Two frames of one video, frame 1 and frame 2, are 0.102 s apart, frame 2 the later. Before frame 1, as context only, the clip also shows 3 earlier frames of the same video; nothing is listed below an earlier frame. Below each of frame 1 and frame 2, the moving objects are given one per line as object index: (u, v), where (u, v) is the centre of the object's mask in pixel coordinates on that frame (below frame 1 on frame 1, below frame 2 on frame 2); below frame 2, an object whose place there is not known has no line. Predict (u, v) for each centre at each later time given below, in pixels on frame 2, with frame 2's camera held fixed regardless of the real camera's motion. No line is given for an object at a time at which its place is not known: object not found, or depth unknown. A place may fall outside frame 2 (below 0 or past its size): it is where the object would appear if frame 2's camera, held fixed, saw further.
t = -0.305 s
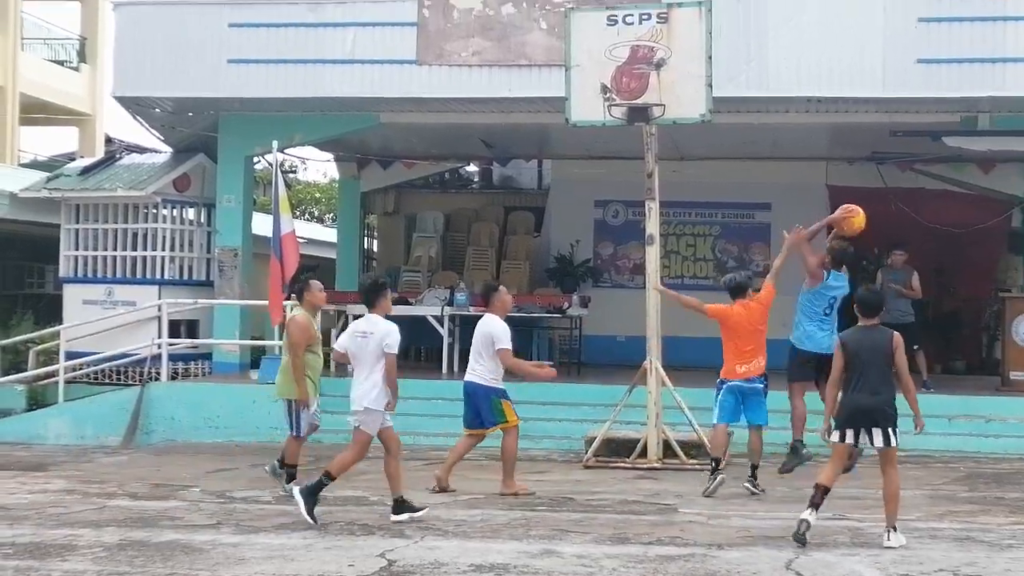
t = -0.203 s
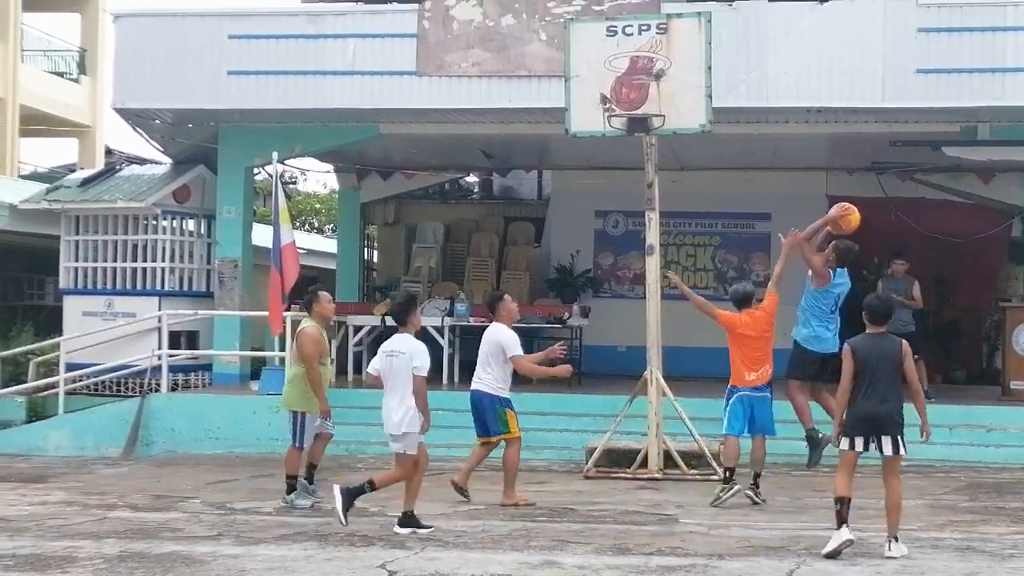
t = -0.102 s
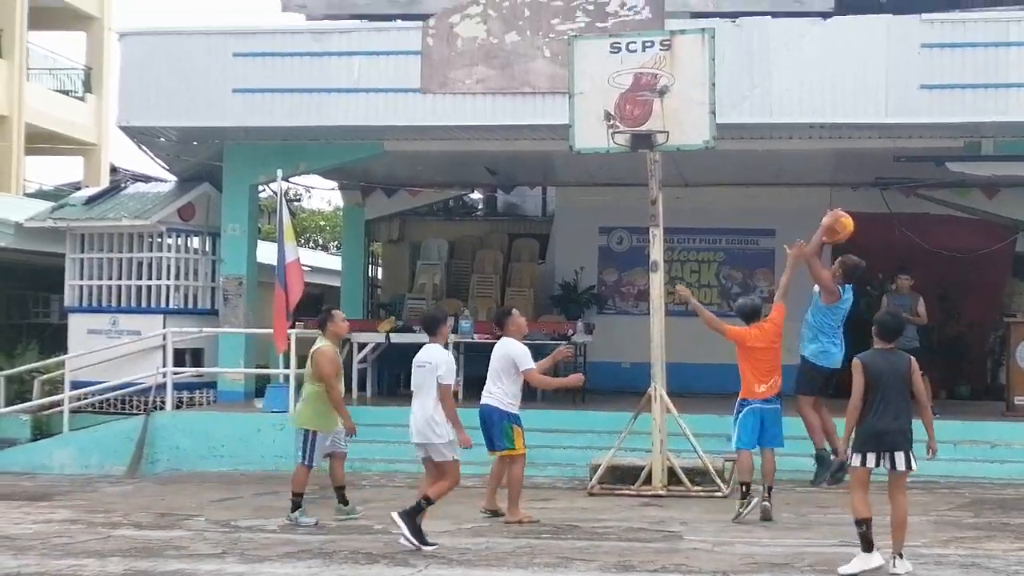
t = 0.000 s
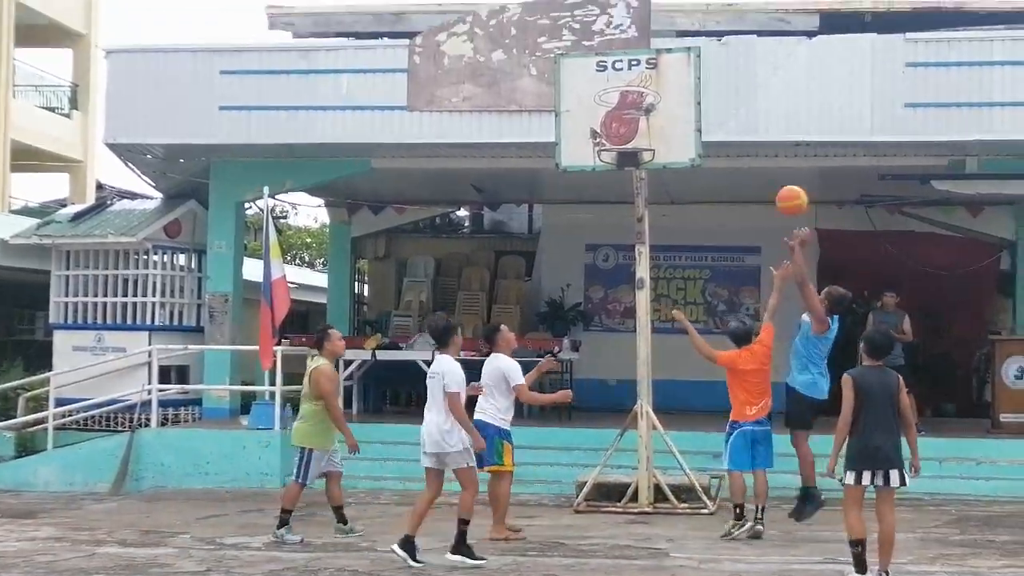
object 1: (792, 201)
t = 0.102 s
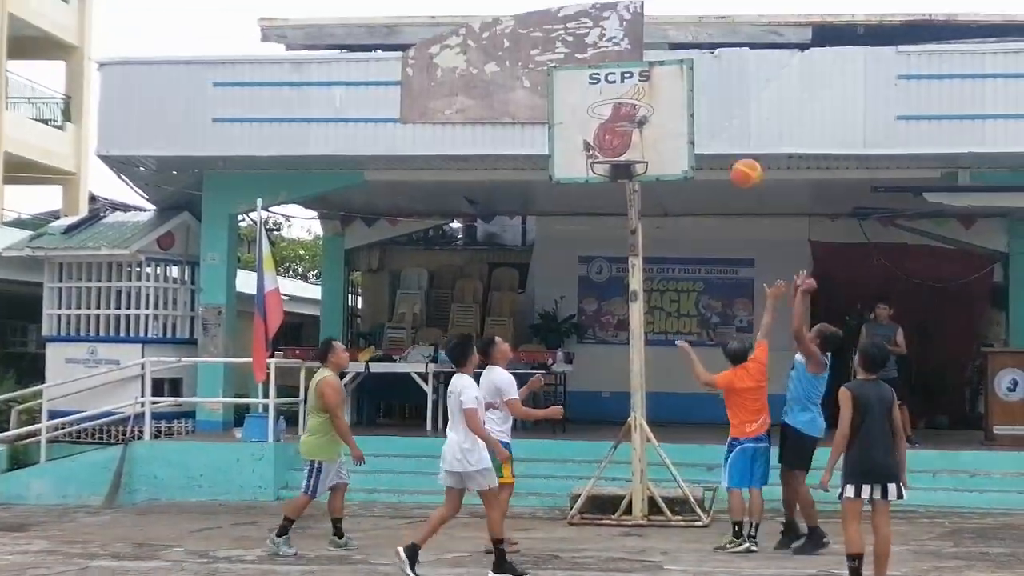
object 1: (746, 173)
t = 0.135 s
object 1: (734, 163)
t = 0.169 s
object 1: (722, 156)
